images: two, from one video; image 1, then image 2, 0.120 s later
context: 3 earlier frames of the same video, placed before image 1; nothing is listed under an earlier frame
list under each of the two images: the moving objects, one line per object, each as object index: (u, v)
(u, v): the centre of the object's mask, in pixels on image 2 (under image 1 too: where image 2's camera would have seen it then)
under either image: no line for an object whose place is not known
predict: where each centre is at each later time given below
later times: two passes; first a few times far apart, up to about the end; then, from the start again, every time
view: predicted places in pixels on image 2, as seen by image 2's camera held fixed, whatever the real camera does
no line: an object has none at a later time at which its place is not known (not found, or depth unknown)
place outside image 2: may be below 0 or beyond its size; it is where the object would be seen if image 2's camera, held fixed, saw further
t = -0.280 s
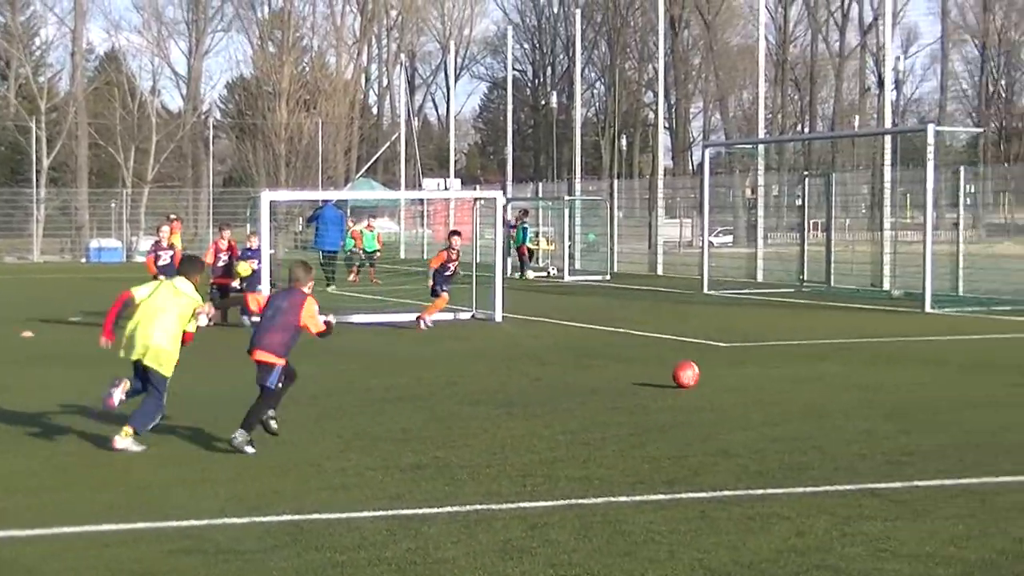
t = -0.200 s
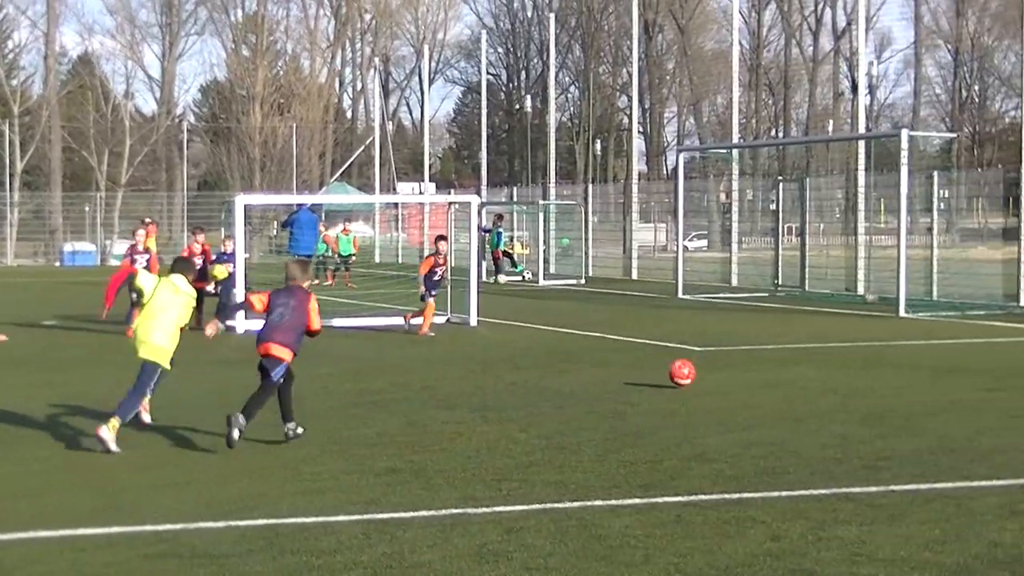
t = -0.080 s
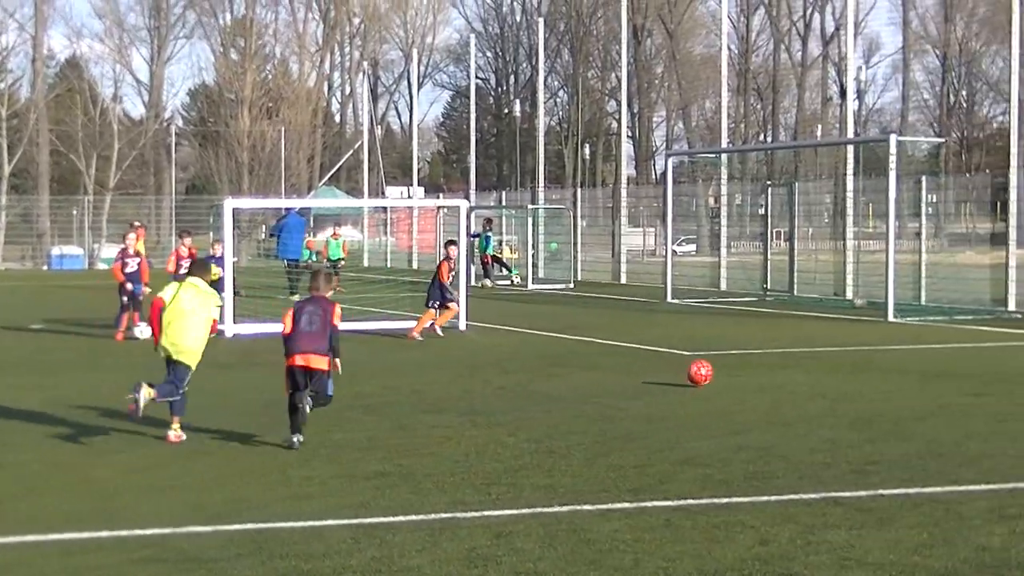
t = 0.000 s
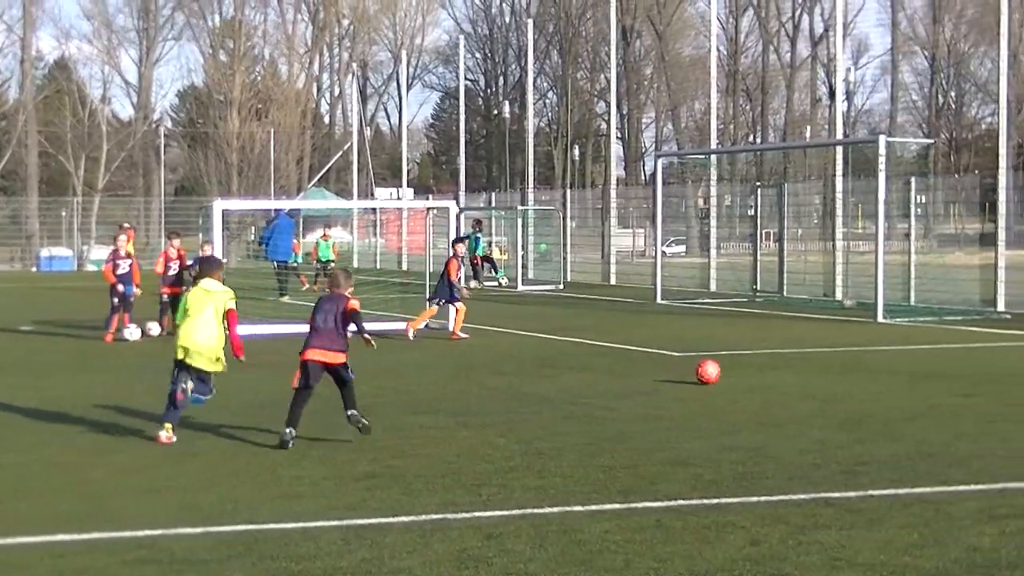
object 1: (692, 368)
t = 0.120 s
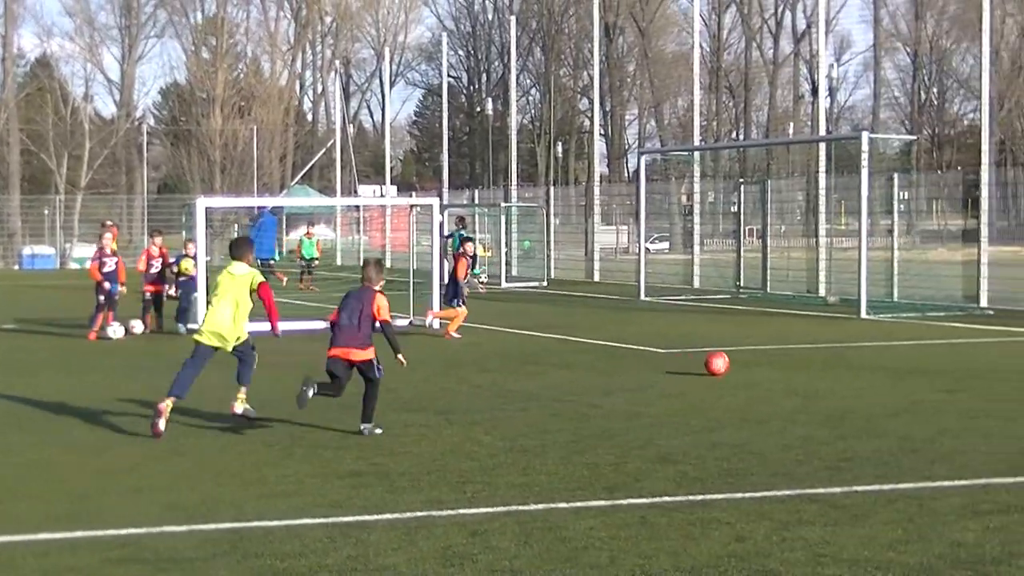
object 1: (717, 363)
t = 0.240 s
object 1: (740, 360)
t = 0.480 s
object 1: (783, 353)
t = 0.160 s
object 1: (724, 362)
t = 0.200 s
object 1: (732, 361)
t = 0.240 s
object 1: (740, 360)
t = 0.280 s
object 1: (748, 359)
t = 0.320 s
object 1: (756, 357)
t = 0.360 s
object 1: (763, 356)
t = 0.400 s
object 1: (770, 355)
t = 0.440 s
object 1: (776, 354)
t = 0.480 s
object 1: (783, 353)
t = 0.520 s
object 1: (789, 352)
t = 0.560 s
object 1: (796, 351)
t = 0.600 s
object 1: (802, 350)
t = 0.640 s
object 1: (808, 349)
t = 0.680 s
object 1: (814, 348)
